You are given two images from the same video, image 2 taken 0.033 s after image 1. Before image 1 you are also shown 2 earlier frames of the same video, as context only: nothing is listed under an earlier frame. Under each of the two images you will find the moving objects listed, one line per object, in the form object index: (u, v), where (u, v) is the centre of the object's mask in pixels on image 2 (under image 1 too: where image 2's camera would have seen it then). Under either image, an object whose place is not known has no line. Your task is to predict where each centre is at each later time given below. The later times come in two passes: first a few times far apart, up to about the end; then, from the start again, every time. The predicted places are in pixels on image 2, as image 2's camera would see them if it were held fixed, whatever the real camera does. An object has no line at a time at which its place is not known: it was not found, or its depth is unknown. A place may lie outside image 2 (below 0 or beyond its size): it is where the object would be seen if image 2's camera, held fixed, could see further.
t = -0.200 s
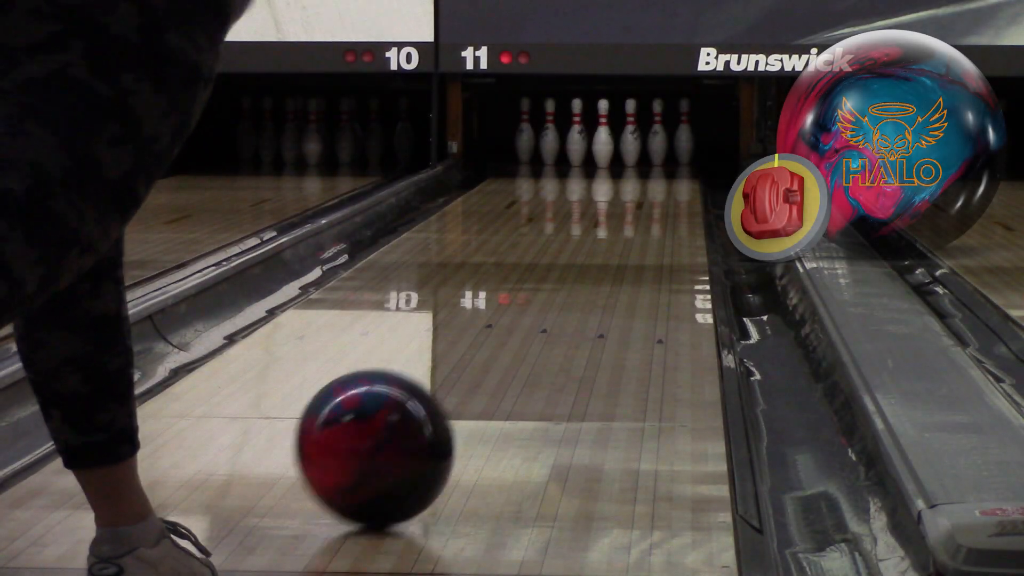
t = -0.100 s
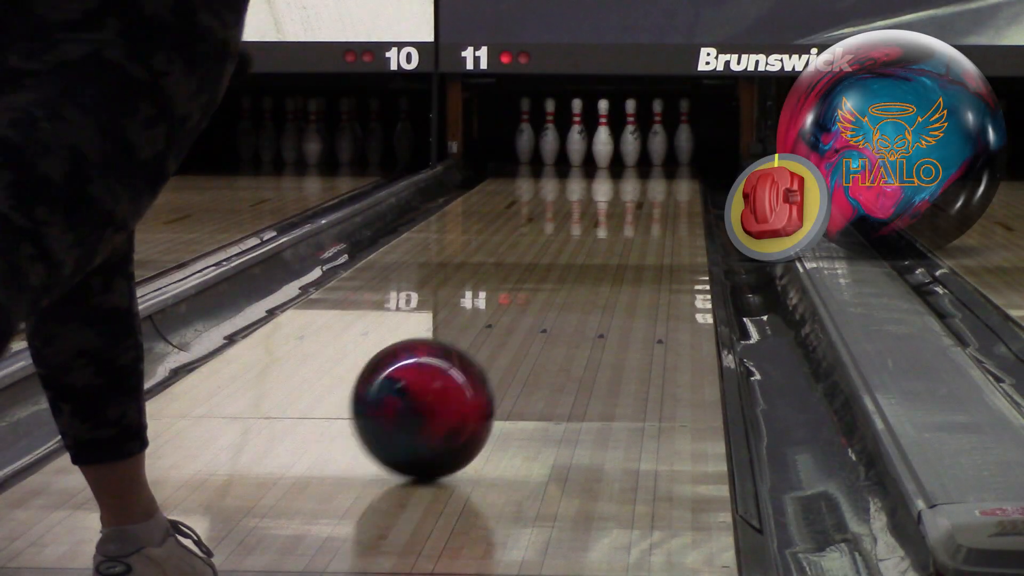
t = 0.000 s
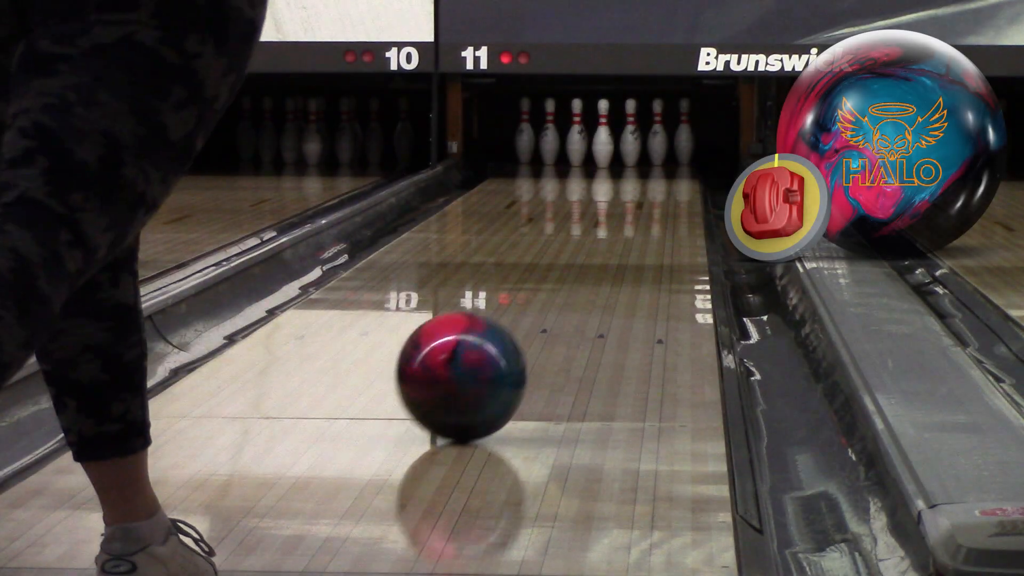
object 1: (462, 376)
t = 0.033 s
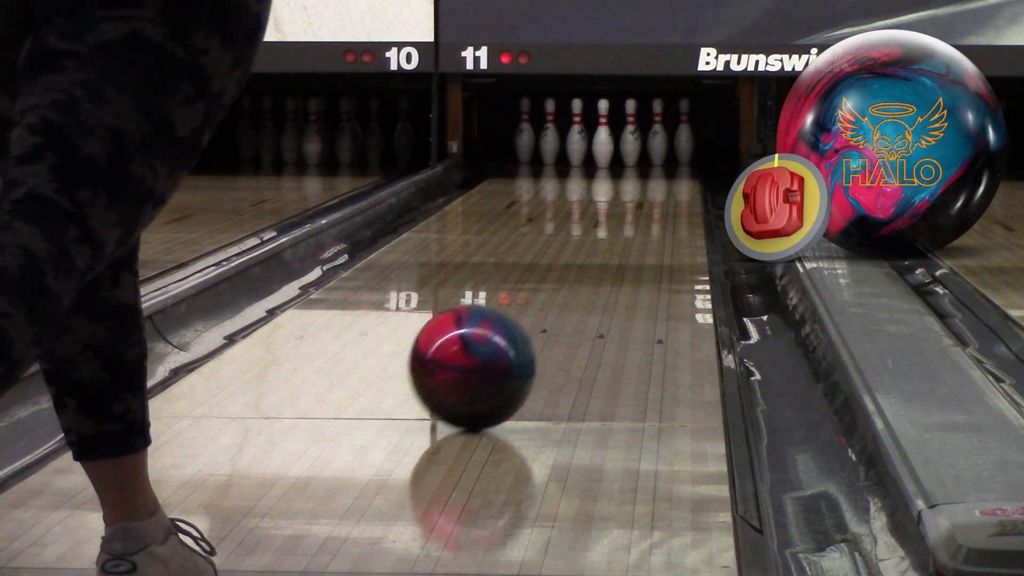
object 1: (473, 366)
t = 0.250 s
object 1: (532, 317)
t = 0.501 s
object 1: (579, 276)
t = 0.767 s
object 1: (613, 245)
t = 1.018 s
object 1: (637, 222)
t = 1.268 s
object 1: (654, 205)
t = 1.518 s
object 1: (665, 192)
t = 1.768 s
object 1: (671, 180)
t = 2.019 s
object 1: (670, 171)
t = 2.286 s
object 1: (662, 162)
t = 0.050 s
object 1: (478, 361)
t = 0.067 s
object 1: (483, 357)
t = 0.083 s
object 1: (488, 353)
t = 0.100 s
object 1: (493, 349)
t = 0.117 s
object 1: (497, 346)
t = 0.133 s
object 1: (502, 342)
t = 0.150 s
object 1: (507, 338)
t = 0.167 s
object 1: (511, 335)
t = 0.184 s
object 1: (515, 331)
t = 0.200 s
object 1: (520, 328)
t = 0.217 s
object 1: (524, 325)
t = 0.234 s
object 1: (528, 321)
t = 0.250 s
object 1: (532, 317)
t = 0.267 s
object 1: (536, 314)
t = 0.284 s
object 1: (539, 311)
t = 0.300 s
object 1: (542, 308)
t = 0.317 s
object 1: (546, 305)
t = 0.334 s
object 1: (549, 302)
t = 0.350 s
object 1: (552, 299)
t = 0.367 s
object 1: (555, 297)
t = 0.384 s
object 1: (558, 294)
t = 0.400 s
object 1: (561, 291)
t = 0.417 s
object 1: (564, 288)
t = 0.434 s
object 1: (567, 286)
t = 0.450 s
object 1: (570, 284)
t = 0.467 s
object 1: (573, 281)
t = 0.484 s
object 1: (576, 279)
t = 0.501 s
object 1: (579, 276)
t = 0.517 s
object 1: (581, 274)
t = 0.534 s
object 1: (584, 272)
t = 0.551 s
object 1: (586, 269)
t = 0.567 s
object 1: (589, 267)
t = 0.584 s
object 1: (591, 265)
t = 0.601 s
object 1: (593, 263)
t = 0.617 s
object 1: (595, 261)
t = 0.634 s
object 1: (597, 259)
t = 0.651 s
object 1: (600, 257)
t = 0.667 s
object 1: (601, 255)
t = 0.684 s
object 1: (604, 253)
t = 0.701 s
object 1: (606, 251)
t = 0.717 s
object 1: (608, 250)
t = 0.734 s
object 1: (610, 248)
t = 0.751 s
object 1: (611, 246)
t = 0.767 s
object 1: (613, 245)
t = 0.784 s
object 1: (615, 243)
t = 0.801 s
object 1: (617, 241)
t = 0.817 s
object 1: (619, 240)
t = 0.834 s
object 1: (621, 238)
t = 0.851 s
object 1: (623, 237)
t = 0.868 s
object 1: (624, 235)
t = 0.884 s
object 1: (626, 233)
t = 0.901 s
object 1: (627, 232)
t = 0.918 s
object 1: (629, 230)
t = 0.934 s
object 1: (630, 229)
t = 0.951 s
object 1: (631, 227)
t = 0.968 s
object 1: (633, 226)
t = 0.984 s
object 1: (635, 224)
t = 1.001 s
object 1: (636, 223)
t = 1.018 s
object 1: (637, 222)
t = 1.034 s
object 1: (639, 221)
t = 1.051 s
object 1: (640, 219)
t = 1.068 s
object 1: (641, 218)
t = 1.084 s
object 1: (642, 217)
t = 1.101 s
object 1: (643, 216)
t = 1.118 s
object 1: (645, 215)
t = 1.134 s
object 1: (646, 213)
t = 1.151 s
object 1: (647, 212)
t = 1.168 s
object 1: (649, 211)
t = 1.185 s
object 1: (649, 210)
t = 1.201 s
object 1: (651, 209)
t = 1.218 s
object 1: (652, 207)
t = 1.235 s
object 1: (652, 206)
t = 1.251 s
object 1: (653, 206)
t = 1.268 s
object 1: (654, 205)
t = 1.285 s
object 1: (655, 204)
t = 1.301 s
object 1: (656, 203)
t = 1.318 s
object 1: (657, 202)
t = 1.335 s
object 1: (658, 201)
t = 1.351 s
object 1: (659, 200)
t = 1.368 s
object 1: (659, 199)
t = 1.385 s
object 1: (660, 198)
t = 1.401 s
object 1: (661, 197)
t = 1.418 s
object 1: (662, 196)
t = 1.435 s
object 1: (662, 196)
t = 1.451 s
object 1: (663, 195)
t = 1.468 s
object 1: (664, 194)
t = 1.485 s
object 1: (665, 193)
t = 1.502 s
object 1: (665, 192)
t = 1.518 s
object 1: (665, 192)
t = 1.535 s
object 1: (666, 191)
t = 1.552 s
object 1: (666, 190)
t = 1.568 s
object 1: (667, 189)
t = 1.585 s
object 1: (667, 189)
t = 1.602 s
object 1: (668, 188)
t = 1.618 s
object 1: (669, 187)
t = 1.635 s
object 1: (668, 186)
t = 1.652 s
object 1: (669, 185)
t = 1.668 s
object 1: (670, 185)
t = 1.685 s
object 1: (670, 184)
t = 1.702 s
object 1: (670, 183)
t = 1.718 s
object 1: (670, 183)
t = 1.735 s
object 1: (671, 182)
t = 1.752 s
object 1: (671, 181)
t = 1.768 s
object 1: (671, 180)
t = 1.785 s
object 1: (671, 179)
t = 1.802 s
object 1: (672, 178)
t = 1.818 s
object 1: (672, 178)
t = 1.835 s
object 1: (671, 177)
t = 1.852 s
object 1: (671, 176)
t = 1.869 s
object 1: (671, 176)
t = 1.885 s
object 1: (671, 176)
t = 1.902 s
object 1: (671, 175)
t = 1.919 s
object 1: (672, 174)
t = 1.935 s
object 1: (672, 174)
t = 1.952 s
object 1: (672, 174)
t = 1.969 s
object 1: (671, 173)
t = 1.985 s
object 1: (671, 172)
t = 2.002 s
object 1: (670, 172)
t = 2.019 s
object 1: (670, 171)
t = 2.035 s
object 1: (670, 170)
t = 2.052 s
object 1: (670, 169)
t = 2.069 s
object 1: (670, 168)
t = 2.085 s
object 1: (669, 168)
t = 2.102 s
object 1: (668, 168)
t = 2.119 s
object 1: (669, 167)
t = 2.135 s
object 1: (668, 167)
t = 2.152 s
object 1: (668, 167)
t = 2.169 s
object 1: (667, 165)
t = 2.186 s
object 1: (667, 165)
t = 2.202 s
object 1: (666, 165)
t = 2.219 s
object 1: (665, 164)
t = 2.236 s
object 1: (664, 163)
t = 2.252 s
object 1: (663, 163)
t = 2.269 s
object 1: (662, 162)
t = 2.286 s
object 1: (662, 162)
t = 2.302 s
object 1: (662, 162)
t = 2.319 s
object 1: (661, 161)
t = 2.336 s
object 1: (660, 161)
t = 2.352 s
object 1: (659, 161)
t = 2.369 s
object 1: (657, 160)
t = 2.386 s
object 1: (655, 160)
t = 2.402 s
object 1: (654, 159)
